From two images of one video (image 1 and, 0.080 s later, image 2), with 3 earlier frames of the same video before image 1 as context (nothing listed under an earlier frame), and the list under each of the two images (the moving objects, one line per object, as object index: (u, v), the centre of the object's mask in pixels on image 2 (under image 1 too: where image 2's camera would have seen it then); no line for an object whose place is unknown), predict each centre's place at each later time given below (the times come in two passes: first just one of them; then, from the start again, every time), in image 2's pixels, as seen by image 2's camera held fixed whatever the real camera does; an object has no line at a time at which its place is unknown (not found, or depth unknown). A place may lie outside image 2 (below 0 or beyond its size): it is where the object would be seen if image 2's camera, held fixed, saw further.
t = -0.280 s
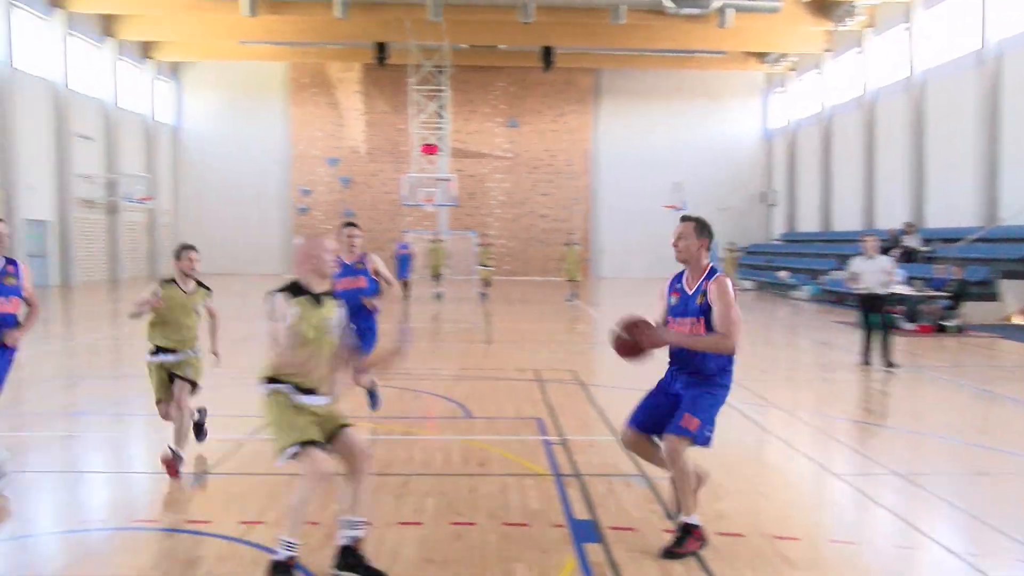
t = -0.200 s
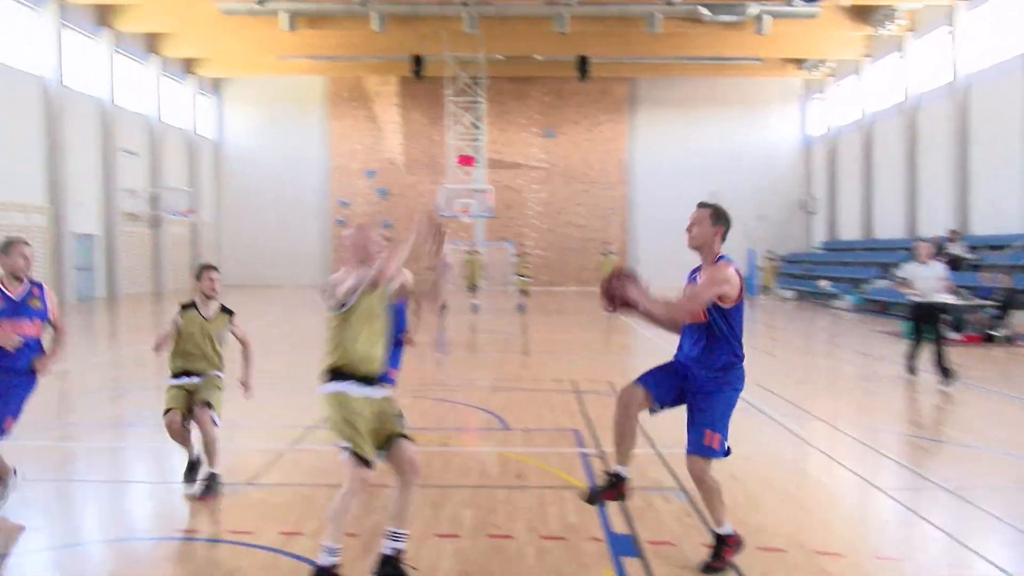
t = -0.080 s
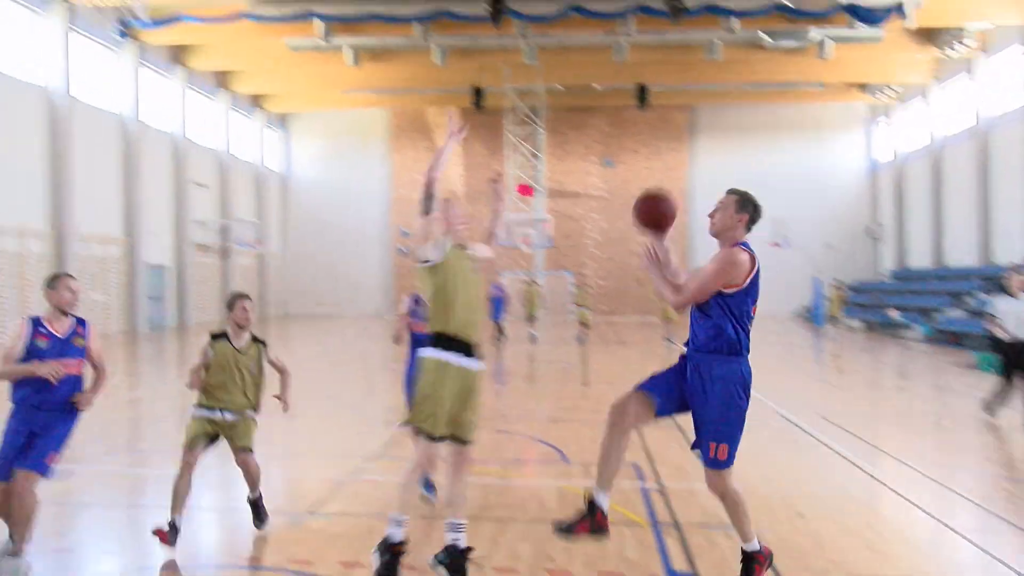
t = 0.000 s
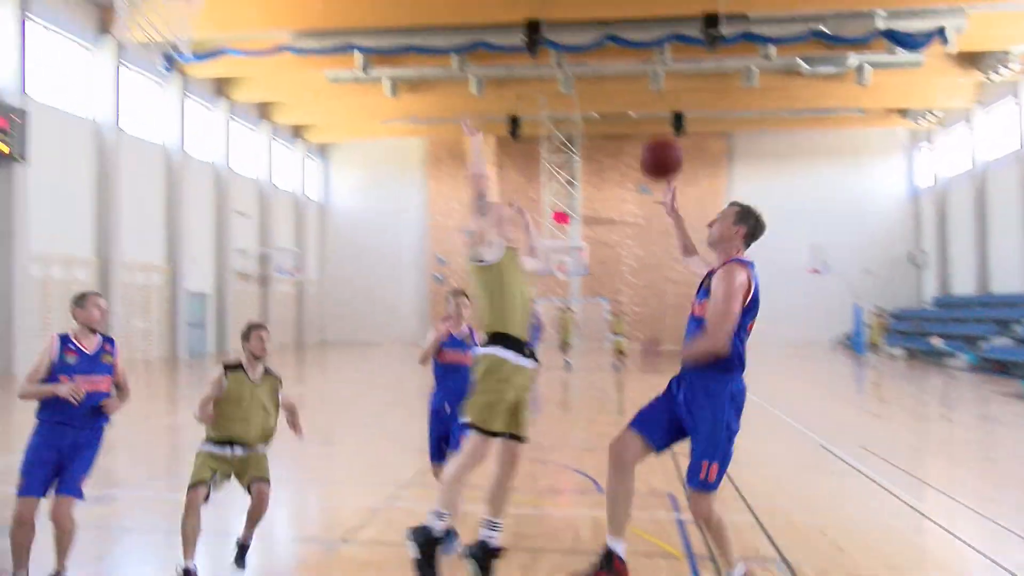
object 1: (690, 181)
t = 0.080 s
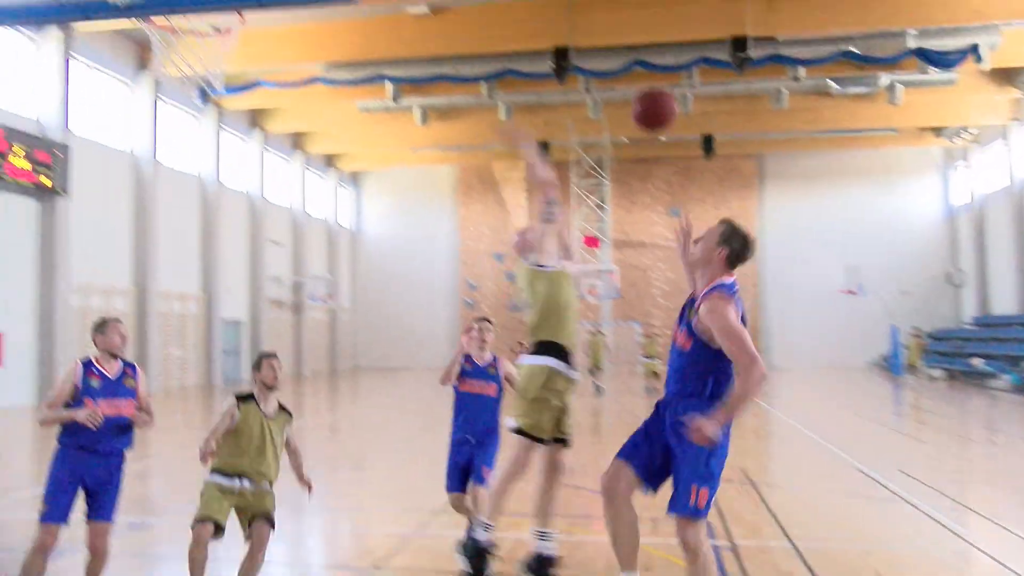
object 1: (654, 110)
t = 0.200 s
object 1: (598, 16)
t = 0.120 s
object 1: (636, 76)
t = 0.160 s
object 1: (618, 45)
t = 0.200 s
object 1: (598, 16)
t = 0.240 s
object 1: (581, -11)
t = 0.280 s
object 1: (560, -36)
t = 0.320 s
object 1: (538, -58)
